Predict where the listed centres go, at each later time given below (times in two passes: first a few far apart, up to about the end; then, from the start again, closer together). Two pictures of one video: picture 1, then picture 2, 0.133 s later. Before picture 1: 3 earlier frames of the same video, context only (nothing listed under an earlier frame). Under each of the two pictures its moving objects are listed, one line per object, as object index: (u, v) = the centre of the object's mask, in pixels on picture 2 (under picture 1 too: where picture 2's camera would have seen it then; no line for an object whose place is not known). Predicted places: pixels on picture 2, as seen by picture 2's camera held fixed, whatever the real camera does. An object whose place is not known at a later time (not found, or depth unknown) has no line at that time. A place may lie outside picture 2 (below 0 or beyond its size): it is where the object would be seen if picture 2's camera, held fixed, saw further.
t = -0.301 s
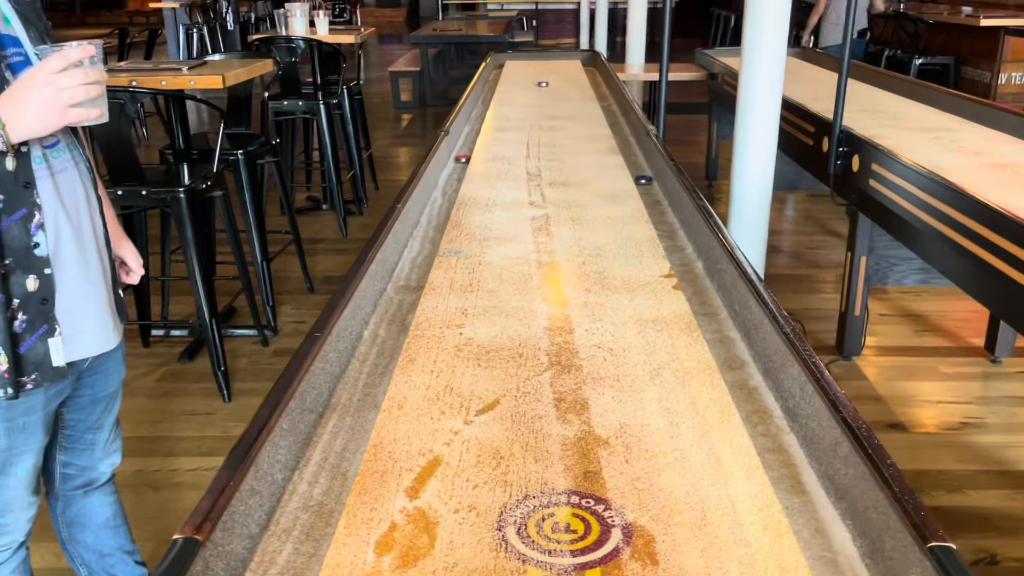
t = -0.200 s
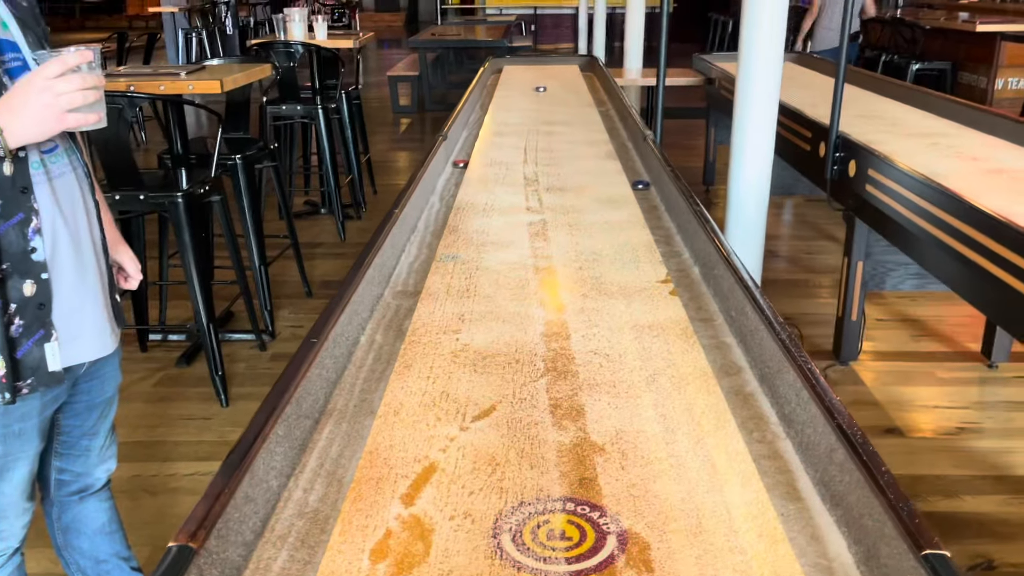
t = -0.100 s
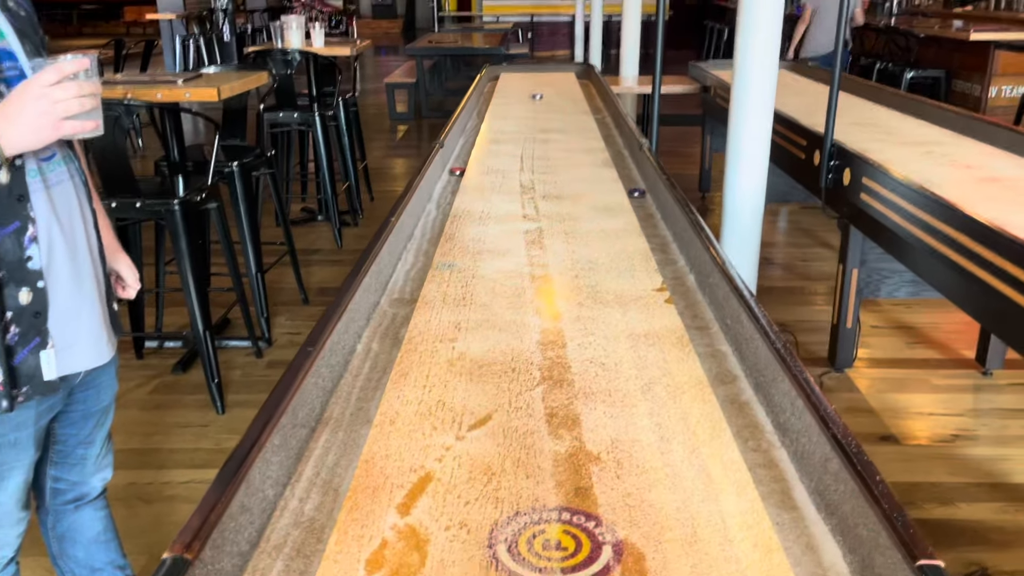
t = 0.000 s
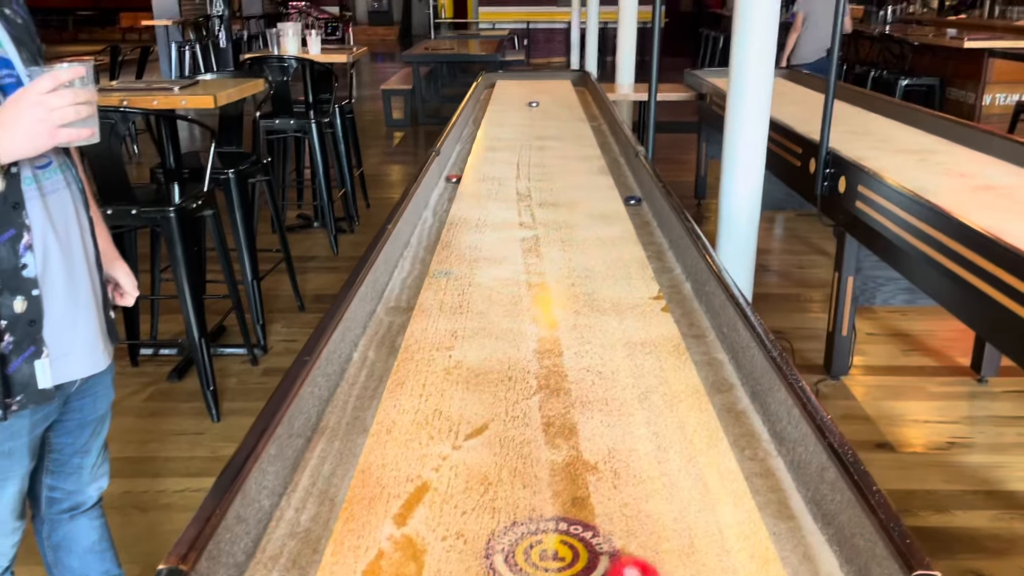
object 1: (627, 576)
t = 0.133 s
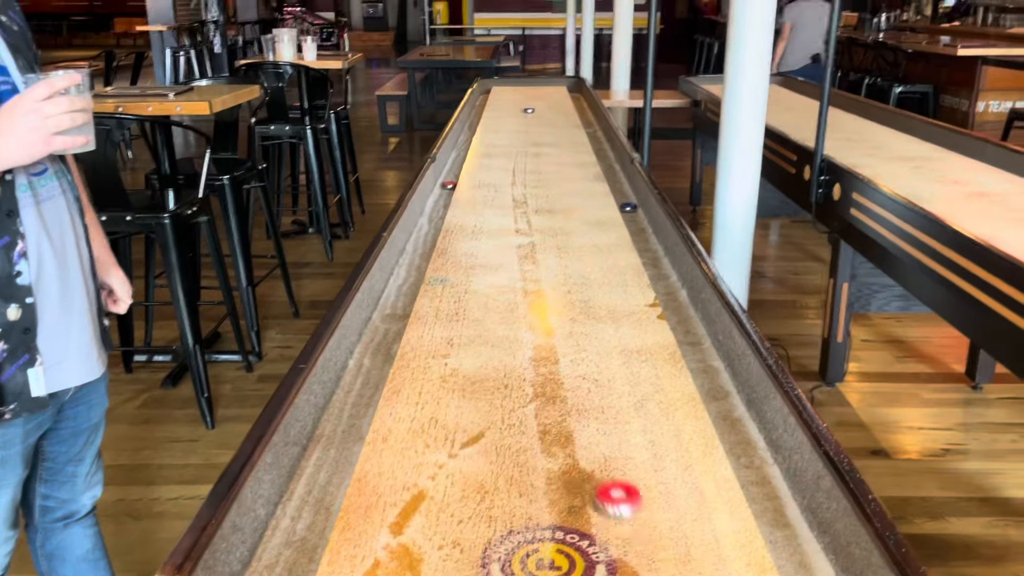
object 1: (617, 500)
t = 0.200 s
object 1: (612, 465)
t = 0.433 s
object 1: (600, 373)
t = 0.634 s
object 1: (590, 321)
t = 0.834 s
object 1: (583, 281)
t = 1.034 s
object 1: (576, 251)
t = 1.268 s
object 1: (569, 223)
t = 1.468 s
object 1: (564, 204)
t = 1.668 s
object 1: (560, 189)
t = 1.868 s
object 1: (555, 175)
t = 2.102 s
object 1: (551, 162)
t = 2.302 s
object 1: (548, 152)
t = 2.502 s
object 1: (545, 144)
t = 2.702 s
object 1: (542, 136)
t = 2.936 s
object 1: (539, 128)
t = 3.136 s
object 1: (536, 123)
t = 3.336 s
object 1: (535, 117)
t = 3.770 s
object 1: (538, 111)
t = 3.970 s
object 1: (543, 111)
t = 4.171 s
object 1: (547, 110)
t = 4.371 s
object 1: (551, 110)
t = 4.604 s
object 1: (554, 109)
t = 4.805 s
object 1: (555, 109)
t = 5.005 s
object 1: (556, 109)
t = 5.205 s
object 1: (555, 108)
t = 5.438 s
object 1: (554, 108)
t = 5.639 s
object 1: (554, 108)
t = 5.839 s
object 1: (554, 108)
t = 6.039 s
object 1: (553, 108)
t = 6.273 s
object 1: (552, 108)
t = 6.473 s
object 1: (551, 108)
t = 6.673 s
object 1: (551, 108)
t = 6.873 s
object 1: (550, 108)
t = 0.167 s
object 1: (615, 482)
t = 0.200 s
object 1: (612, 465)
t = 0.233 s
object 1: (611, 449)
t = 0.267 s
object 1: (609, 434)
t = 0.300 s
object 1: (607, 420)
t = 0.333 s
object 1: (605, 407)
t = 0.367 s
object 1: (603, 396)
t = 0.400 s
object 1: (601, 384)
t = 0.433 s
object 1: (600, 373)
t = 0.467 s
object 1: (598, 363)
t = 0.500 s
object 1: (596, 354)
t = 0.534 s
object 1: (595, 345)
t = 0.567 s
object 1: (593, 337)
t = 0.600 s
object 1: (591, 328)
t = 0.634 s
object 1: (590, 321)
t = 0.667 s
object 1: (589, 313)
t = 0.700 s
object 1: (588, 307)
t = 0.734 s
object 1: (587, 300)
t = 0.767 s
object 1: (586, 293)
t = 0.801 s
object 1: (584, 287)
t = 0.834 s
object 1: (583, 281)
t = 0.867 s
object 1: (582, 276)
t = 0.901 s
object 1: (581, 271)
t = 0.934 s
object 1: (580, 265)
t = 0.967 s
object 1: (579, 260)
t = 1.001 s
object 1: (577, 256)
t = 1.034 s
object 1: (576, 251)
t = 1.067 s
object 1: (576, 247)
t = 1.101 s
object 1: (574, 242)
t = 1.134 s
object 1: (573, 238)
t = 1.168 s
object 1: (572, 234)
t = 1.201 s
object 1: (571, 231)
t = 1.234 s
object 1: (570, 227)
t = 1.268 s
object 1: (569, 223)
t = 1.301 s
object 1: (568, 220)
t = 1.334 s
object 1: (567, 217)
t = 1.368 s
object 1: (566, 213)
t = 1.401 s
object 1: (565, 210)
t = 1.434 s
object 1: (565, 207)
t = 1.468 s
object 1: (564, 204)
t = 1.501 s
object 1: (563, 202)
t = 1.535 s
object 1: (562, 199)
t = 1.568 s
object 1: (562, 196)
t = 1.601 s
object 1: (561, 193)
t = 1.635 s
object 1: (560, 191)
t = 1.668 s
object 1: (560, 189)
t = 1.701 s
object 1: (559, 186)
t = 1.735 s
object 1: (558, 184)
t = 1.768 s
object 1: (557, 181)
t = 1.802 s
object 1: (557, 179)
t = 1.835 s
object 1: (556, 177)
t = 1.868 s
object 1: (555, 175)
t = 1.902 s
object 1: (555, 173)
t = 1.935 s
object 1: (554, 171)
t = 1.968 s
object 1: (553, 169)
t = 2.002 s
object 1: (553, 167)
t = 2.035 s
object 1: (553, 165)
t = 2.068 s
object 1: (552, 164)
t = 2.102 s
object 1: (551, 162)
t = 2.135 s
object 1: (550, 160)
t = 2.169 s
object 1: (550, 159)
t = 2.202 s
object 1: (550, 157)
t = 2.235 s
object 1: (549, 155)
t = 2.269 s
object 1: (549, 154)
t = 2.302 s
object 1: (548, 152)
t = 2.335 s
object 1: (547, 151)
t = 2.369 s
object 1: (547, 149)
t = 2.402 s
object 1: (547, 148)
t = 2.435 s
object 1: (546, 146)
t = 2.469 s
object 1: (545, 145)
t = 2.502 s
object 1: (545, 144)
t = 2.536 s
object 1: (544, 142)
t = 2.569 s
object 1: (543, 141)
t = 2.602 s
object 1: (543, 140)
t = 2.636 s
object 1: (543, 139)
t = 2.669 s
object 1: (542, 138)
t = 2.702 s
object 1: (542, 136)
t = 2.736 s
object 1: (542, 135)
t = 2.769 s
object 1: (541, 134)
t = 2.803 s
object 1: (541, 133)
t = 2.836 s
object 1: (540, 132)
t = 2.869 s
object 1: (540, 131)
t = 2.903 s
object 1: (539, 130)
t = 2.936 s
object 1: (539, 128)
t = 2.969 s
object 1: (538, 128)
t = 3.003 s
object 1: (538, 127)
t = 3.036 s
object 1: (538, 126)
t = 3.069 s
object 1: (537, 125)
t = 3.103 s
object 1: (537, 124)
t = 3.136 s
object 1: (536, 123)
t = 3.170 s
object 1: (536, 122)
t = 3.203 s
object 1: (536, 121)
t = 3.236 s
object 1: (535, 120)
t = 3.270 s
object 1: (535, 119)
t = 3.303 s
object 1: (534, 118)
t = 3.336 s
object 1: (535, 117)
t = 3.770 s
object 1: (538, 111)
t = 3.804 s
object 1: (539, 111)
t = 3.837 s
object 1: (540, 111)
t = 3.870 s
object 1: (541, 111)
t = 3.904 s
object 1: (541, 111)
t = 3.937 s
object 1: (542, 111)
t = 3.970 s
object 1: (543, 111)
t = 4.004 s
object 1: (544, 111)
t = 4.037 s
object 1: (545, 111)
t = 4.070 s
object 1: (545, 110)
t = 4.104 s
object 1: (546, 110)
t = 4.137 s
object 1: (547, 110)
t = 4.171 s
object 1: (547, 110)
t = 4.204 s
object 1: (548, 110)
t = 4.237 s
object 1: (549, 110)
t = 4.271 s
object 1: (549, 110)
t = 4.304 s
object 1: (550, 110)
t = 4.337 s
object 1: (551, 110)
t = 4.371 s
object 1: (551, 110)
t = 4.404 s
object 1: (552, 110)
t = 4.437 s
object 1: (552, 110)
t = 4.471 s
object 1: (553, 110)
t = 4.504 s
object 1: (553, 109)
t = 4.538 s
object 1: (553, 109)
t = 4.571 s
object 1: (554, 109)
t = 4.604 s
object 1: (554, 109)
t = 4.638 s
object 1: (554, 109)
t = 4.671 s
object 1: (554, 109)
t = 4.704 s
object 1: (554, 109)
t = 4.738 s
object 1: (554, 109)
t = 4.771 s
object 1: (555, 109)
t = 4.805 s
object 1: (555, 109)
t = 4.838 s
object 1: (555, 109)
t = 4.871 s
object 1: (555, 109)
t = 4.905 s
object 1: (556, 109)
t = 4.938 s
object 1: (555, 109)
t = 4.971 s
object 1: (556, 109)
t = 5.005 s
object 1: (556, 109)
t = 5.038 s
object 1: (556, 109)
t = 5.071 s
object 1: (556, 109)
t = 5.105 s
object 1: (556, 108)
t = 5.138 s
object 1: (555, 109)
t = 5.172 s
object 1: (555, 109)
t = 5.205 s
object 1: (555, 108)
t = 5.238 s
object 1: (555, 109)
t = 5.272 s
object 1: (555, 108)
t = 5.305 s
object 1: (555, 108)
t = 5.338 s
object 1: (555, 108)
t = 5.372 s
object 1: (555, 108)
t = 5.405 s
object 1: (555, 108)
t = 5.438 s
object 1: (554, 108)
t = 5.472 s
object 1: (555, 108)
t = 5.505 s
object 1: (554, 108)
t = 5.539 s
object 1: (554, 108)
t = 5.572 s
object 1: (554, 108)
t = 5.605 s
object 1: (554, 108)
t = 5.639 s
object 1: (554, 108)
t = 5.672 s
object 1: (554, 108)
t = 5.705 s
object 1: (554, 108)
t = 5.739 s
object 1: (554, 108)
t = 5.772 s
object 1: (554, 108)
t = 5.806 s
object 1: (554, 108)
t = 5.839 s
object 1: (554, 108)
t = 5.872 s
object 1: (554, 108)
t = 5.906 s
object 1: (554, 108)
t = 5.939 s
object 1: (554, 108)
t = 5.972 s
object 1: (554, 108)
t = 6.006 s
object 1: (553, 108)
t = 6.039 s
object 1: (553, 108)
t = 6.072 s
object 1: (553, 108)
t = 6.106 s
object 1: (553, 108)
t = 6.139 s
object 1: (553, 108)
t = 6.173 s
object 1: (553, 108)
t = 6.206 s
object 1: (553, 108)
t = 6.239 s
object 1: (552, 108)
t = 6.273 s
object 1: (552, 108)
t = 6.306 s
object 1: (552, 108)
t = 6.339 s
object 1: (552, 108)
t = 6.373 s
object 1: (552, 108)
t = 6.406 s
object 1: (552, 108)
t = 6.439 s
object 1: (552, 108)
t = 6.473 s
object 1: (551, 108)
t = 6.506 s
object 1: (551, 108)
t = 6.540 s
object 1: (551, 108)
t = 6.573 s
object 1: (551, 108)
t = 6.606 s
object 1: (551, 108)
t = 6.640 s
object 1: (551, 108)
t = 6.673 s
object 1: (551, 108)
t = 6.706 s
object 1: (551, 108)
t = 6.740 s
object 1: (550, 108)
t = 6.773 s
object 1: (550, 108)
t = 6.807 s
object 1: (550, 108)
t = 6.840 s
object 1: (550, 108)
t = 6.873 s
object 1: (550, 108)
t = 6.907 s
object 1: (550, 108)
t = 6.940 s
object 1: (550, 108)
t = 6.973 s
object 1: (550, 108)
